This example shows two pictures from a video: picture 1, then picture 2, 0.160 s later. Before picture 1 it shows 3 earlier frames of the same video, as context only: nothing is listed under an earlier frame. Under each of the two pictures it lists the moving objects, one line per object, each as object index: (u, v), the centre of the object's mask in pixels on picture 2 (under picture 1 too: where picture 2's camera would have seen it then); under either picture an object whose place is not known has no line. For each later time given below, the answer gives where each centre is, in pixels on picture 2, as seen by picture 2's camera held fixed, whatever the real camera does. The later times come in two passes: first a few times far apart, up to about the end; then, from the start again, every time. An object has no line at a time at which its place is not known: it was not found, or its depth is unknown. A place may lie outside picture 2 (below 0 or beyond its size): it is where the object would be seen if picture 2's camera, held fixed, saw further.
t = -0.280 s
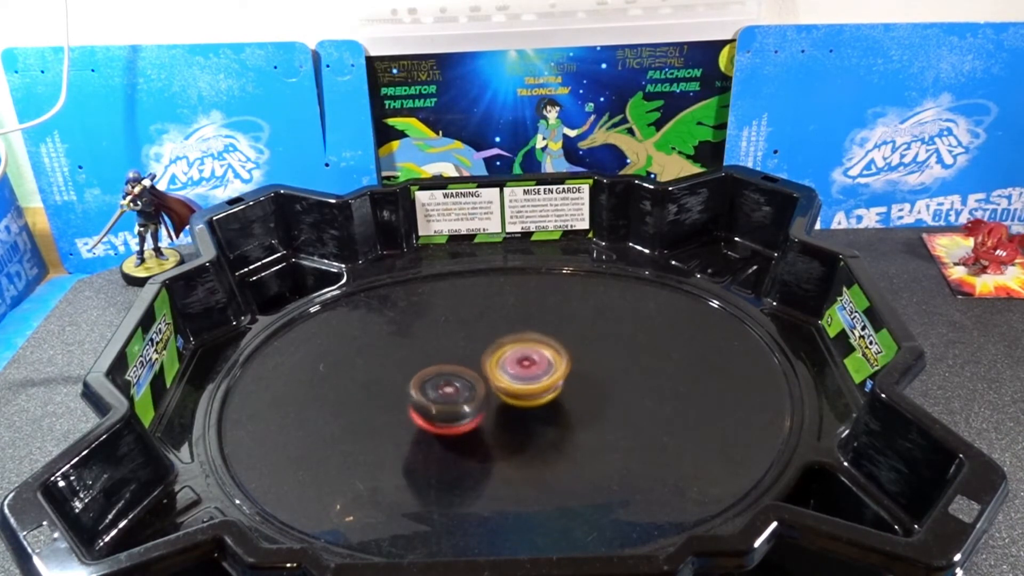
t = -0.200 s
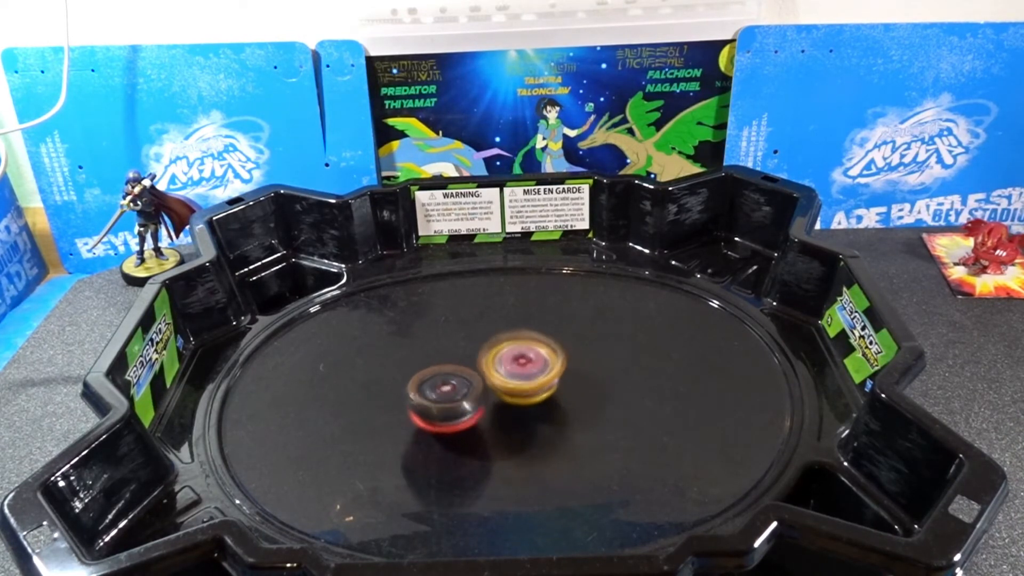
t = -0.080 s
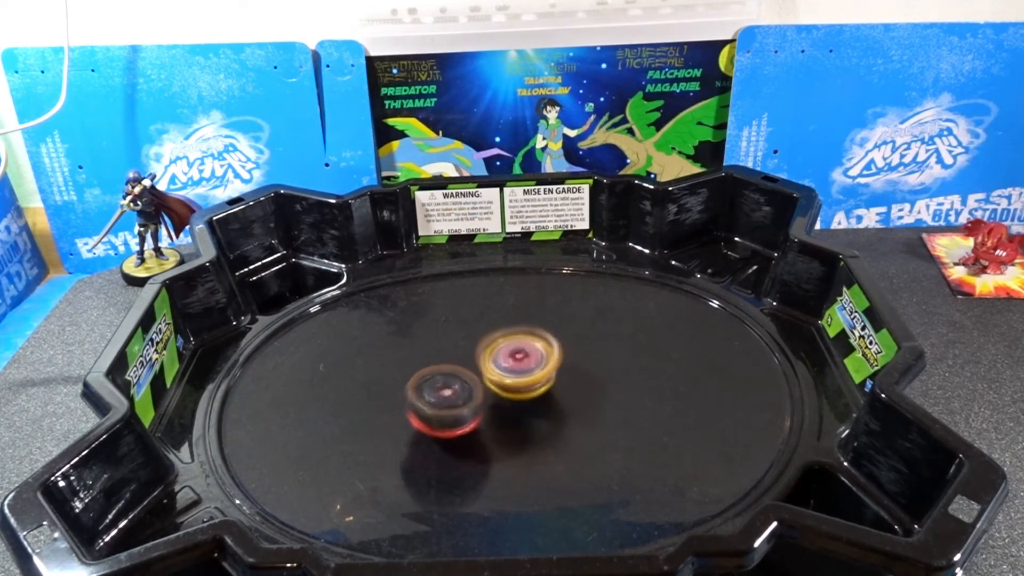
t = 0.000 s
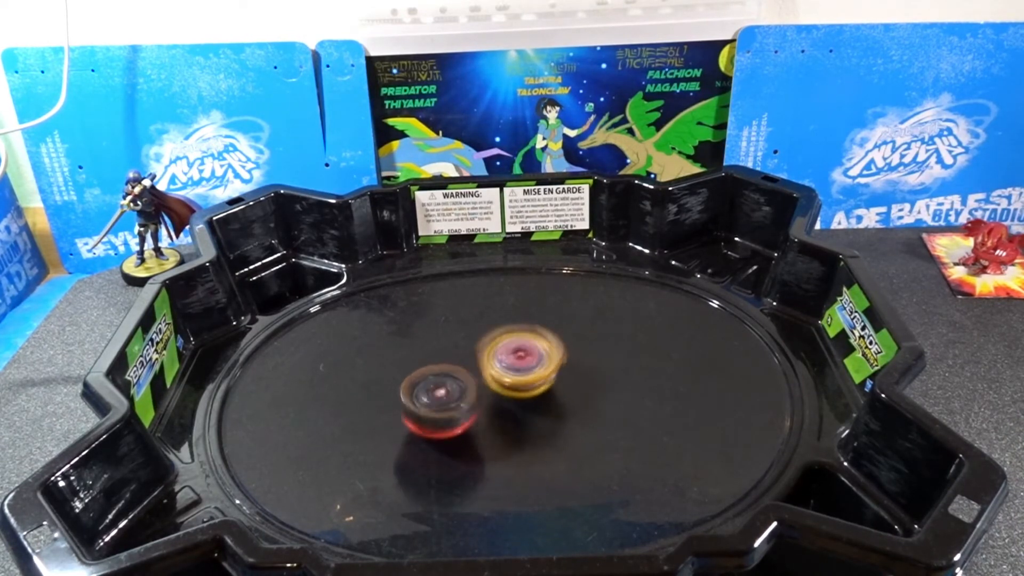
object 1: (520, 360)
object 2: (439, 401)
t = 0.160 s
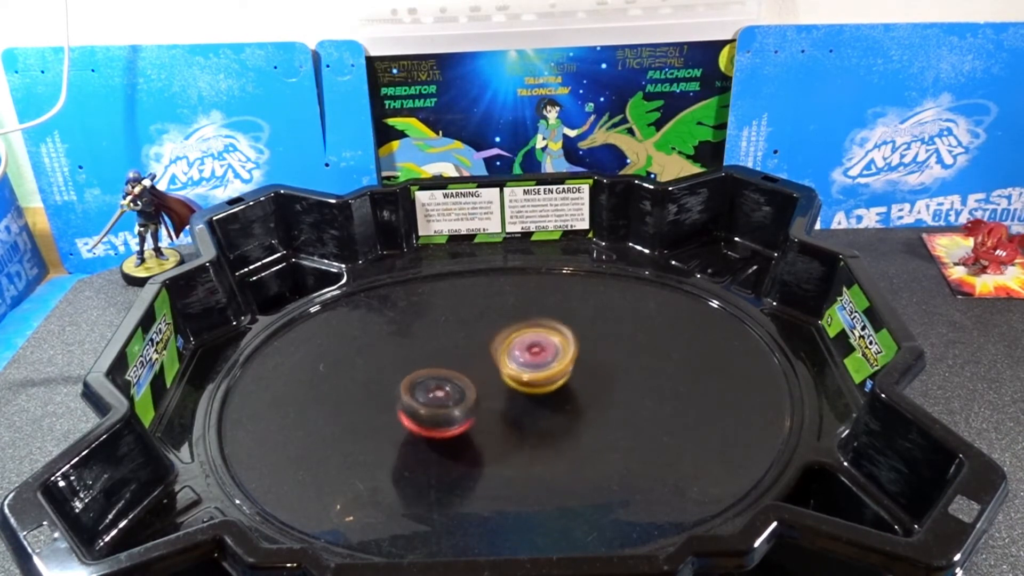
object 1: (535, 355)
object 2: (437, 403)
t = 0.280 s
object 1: (538, 359)
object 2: (438, 401)
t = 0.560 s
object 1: (551, 379)
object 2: (458, 383)
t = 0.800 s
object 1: (545, 398)
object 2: (464, 371)
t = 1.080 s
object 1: (521, 412)
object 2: (464, 366)
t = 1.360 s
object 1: (511, 427)
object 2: (468, 367)
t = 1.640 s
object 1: (503, 420)
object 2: (476, 366)
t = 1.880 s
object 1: (510, 419)
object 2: (483, 355)
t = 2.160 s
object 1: (516, 407)
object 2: (485, 351)
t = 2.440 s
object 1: (516, 419)
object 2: (495, 355)
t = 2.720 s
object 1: (509, 419)
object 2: (501, 351)
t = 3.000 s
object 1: (533, 409)
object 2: (504, 351)
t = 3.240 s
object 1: (529, 412)
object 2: (509, 351)
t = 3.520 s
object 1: (542, 414)
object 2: (497, 363)
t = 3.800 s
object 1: (538, 412)
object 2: (462, 384)
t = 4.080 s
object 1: (547, 411)
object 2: (459, 397)
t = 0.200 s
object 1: (537, 356)
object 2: (436, 402)
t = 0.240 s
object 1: (538, 356)
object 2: (436, 402)
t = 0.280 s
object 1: (538, 359)
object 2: (438, 401)
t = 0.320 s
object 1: (538, 361)
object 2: (441, 399)
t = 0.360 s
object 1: (539, 365)
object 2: (445, 396)
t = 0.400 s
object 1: (538, 367)
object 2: (451, 393)
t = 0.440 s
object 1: (543, 371)
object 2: (453, 390)
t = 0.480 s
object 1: (546, 373)
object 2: (456, 388)
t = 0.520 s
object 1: (549, 376)
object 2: (456, 385)
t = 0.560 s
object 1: (551, 379)
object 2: (458, 383)
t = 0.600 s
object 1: (553, 383)
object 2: (459, 380)
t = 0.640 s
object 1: (552, 386)
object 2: (460, 378)
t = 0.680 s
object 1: (552, 389)
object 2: (462, 375)
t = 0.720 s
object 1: (551, 393)
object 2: (463, 373)
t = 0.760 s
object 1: (549, 395)
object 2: (465, 372)
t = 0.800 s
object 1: (545, 398)
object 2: (464, 371)
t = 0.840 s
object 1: (541, 400)
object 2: (467, 369)
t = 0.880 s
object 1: (537, 402)
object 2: (465, 368)
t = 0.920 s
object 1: (532, 404)
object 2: (465, 368)
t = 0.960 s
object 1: (530, 407)
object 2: (463, 367)
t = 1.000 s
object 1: (528, 408)
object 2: (463, 367)
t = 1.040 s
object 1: (526, 410)
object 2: (463, 366)
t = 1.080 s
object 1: (521, 412)
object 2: (464, 366)
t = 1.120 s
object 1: (519, 413)
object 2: (466, 365)
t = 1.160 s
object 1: (516, 413)
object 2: (467, 364)
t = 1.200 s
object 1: (513, 414)
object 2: (466, 364)
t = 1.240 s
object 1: (511, 417)
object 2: (466, 365)
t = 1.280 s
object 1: (511, 418)
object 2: (466, 366)
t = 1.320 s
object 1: (514, 424)
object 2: (469, 367)
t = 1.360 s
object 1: (511, 427)
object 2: (468, 367)
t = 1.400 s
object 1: (510, 428)
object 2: (468, 368)
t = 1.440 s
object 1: (512, 428)
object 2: (470, 369)
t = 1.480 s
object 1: (512, 428)
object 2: (473, 368)
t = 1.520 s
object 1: (511, 428)
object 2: (474, 367)
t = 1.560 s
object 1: (507, 426)
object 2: (474, 367)
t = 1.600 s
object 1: (504, 422)
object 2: (475, 367)
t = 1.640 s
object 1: (503, 420)
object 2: (476, 366)
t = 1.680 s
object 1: (501, 418)
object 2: (477, 362)
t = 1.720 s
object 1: (500, 418)
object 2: (479, 361)
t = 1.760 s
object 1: (502, 419)
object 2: (481, 360)
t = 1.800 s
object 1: (505, 419)
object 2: (482, 358)
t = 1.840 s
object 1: (509, 420)
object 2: (485, 357)
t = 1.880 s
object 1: (510, 419)
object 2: (483, 355)
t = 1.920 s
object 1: (512, 417)
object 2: (484, 355)
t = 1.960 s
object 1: (514, 414)
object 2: (487, 354)
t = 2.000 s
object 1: (515, 412)
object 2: (487, 353)
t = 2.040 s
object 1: (517, 408)
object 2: (489, 352)
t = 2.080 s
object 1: (519, 405)
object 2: (488, 350)
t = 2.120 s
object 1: (519, 406)
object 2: (486, 350)
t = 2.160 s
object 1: (516, 407)
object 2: (485, 351)
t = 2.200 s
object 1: (516, 406)
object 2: (486, 352)
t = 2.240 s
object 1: (519, 412)
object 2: (489, 353)
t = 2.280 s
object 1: (517, 416)
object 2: (489, 353)
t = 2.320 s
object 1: (515, 417)
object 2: (489, 355)
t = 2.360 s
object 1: (515, 416)
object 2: (492, 357)
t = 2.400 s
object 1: (515, 416)
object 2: (494, 357)
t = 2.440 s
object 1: (516, 419)
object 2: (495, 355)
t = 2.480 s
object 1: (514, 419)
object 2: (494, 356)
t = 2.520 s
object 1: (514, 419)
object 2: (494, 357)
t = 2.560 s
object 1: (516, 420)
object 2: (496, 356)
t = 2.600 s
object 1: (514, 421)
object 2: (497, 352)
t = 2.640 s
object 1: (510, 422)
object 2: (496, 351)
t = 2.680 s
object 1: (508, 422)
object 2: (498, 351)
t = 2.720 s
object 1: (509, 419)
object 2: (501, 351)
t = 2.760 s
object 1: (516, 418)
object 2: (499, 351)
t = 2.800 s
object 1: (521, 414)
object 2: (499, 348)
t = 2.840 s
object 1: (524, 411)
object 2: (502, 348)
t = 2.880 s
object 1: (527, 410)
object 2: (503, 347)
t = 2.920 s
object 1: (529, 408)
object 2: (504, 349)
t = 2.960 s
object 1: (530, 407)
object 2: (508, 350)
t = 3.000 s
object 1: (533, 409)
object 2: (504, 351)
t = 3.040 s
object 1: (535, 409)
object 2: (505, 349)
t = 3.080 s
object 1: (535, 410)
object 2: (508, 350)
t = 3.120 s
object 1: (535, 411)
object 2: (508, 347)
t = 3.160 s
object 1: (533, 411)
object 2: (509, 350)
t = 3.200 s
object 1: (532, 410)
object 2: (512, 349)
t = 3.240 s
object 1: (529, 412)
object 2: (509, 351)
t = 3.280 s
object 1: (530, 412)
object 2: (505, 354)
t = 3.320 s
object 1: (532, 413)
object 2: (506, 354)
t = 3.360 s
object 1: (533, 413)
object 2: (509, 355)
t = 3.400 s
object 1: (534, 413)
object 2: (508, 355)
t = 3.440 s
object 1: (534, 413)
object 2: (505, 357)
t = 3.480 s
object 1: (537, 413)
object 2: (502, 361)
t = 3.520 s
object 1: (542, 414)
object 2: (497, 363)
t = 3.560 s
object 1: (544, 413)
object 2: (492, 364)
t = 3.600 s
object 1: (545, 412)
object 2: (489, 366)
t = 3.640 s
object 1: (544, 412)
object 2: (486, 369)
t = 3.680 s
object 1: (542, 412)
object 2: (482, 371)
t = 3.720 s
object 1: (539, 412)
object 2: (473, 375)
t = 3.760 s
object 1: (538, 412)
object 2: (466, 379)
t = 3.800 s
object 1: (538, 412)
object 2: (462, 384)
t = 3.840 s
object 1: (541, 412)
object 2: (462, 390)
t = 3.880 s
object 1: (541, 412)
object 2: (463, 391)
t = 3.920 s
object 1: (541, 411)
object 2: (461, 393)
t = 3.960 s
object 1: (543, 411)
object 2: (459, 394)
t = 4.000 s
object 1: (545, 411)
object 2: (460, 396)
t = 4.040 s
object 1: (546, 411)
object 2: (460, 397)
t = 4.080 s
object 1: (547, 411)
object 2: (459, 397)
